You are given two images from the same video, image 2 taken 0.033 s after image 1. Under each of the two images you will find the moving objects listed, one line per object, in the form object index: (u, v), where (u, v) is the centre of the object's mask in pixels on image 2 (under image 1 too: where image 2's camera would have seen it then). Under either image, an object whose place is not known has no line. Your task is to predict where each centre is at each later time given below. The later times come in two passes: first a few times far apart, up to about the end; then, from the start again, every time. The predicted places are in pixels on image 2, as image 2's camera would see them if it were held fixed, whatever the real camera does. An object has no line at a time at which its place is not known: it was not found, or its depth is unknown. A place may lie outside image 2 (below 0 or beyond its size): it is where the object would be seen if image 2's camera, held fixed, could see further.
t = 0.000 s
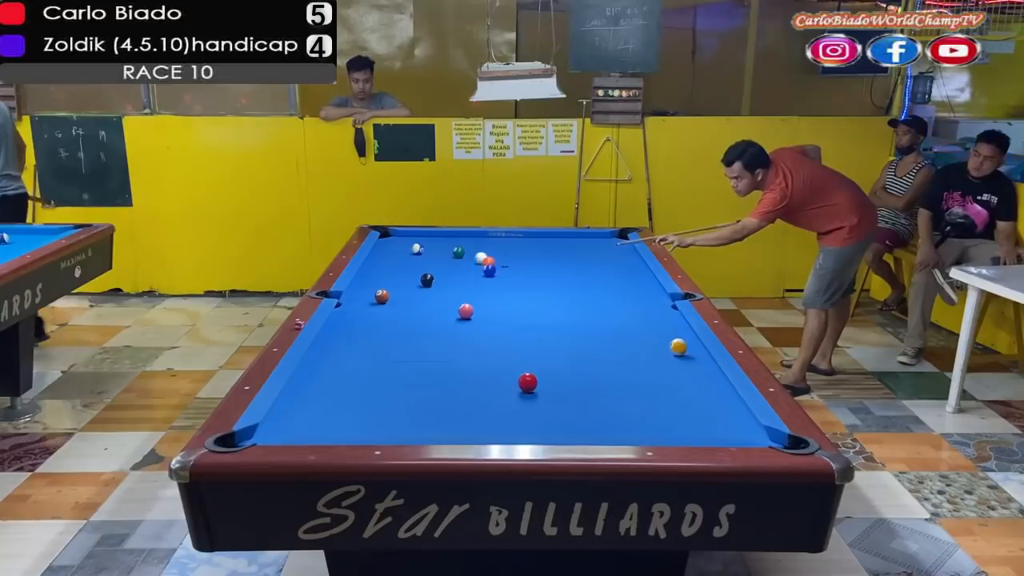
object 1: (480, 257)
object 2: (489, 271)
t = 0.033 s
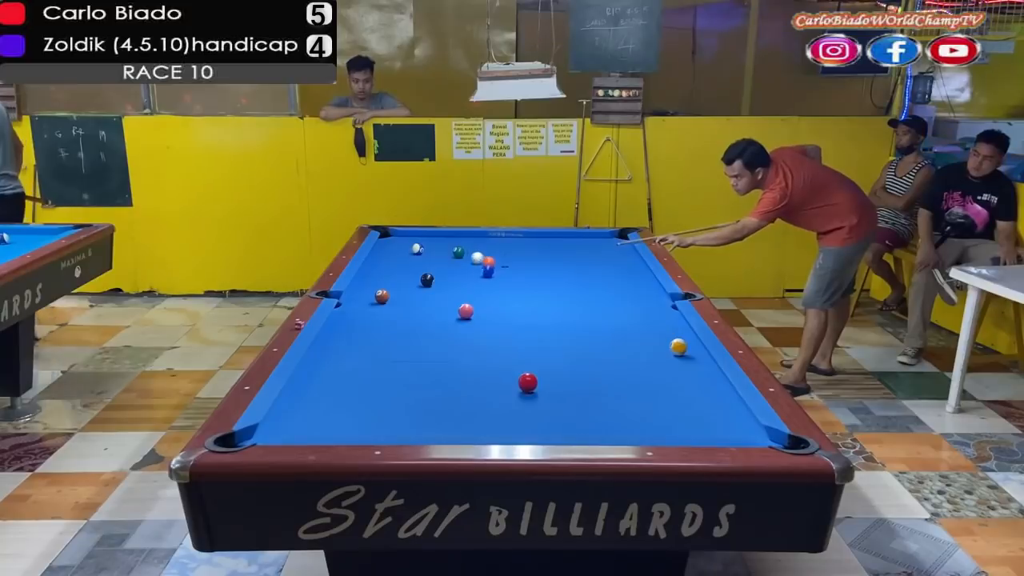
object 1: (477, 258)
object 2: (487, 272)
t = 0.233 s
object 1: (455, 257)
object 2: (474, 276)
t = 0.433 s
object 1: (434, 257)
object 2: (462, 281)
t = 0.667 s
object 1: (411, 256)
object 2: (448, 287)
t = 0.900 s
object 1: (388, 255)
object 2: (434, 293)
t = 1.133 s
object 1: (377, 254)
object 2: (419, 298)
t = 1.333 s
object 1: (387, 254)
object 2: (407, 302)
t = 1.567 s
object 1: (397, 253)
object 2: (392, 308)
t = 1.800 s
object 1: (406, 253)
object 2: (378, 313)
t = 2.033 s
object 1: (414, 253)
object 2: (364, 319)
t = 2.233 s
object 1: (420, 253)
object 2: (352, 323)
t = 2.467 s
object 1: (426, 252)
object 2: (339, 328)
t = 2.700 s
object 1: (432, 252)
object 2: (327, 333)
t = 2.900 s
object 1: (435, 252)
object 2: (330, 335)
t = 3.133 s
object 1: (438, 252)
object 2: (332, 338)
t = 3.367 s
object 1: (440, 252)
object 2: (335, 340)
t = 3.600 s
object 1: (442, 252)
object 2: (337, 342)
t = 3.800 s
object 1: (442, 252)
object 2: (338, 344)
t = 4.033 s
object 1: (442, 252)
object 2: (338, 345)
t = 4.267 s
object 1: (442, 252)
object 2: (339, 346)
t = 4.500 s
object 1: (442, 252)
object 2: (339, 346)
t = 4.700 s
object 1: (442, 252)
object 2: (339, 346)
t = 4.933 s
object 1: (442, 252)
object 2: (339, 346)
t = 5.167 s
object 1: (442, 252)
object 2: (339, 346)
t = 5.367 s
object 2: (339, 346)
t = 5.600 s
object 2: (339, 346)
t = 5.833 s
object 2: (340, 346)
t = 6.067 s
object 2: (339, 346)
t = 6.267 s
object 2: (339, 346)
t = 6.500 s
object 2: (339, 346)
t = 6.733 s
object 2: (339, 346)
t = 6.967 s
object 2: (339, 346)
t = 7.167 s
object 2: (340, 346)
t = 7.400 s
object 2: (339, 346)
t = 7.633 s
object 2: (339, 346)
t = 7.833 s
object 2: (339, 346)
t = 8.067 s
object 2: (340, 346)
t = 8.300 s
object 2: (339, 346)
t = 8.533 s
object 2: (339, 346)
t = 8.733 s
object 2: (339, 346)
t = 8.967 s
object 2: (339, 346)
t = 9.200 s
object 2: (339, 346)
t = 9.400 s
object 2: (339, 346)
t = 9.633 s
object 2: (339, 346)
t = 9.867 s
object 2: (339, 346)
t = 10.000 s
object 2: (339, 346)
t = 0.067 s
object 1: (473, 258)
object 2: (485, 272)
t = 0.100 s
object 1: (470, 258)
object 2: (483, 273)
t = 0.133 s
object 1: (466, 258)
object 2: (481, 274)
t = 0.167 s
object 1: (463, 258)
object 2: (479, 275)
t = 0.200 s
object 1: (459, 257)
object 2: (477, 275)
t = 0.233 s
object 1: (455, 257)
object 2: (474, 276)
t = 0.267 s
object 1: (451, 257)
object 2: (473, 277)
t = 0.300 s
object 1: (448, 257)
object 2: (470, 278)
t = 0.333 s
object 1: (445, 257)
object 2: (468, 278)
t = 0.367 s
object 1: (441, 257)
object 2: (466, 279)
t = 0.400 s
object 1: (438, 257)
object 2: (465, 280)
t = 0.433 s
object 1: (434, 257)
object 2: (462, 281)
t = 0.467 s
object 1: (431, 256)
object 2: (460, 282)
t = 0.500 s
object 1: (428, 256)
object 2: (458, 282)
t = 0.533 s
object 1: (424, 257)
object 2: (456, 283)
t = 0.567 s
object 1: (421, 257)
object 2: (454, 284)
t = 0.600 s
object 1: (417, 256)
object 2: (452, 285)
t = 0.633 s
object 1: (414, 256)
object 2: (450, 286)
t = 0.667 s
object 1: (411, 256)
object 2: (448, 287)
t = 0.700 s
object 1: (407, 256)
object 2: (446, 288)
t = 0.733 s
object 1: (404, 256)
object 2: (444, 289)
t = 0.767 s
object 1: (401, 256)
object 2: (442, 289)
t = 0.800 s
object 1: (398, 255)
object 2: (440, 289)
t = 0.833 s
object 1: (395, 255)
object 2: (438, 290)
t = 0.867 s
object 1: (392, 255)
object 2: (436, 291)
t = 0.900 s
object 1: (388, 255)
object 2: (434, 293)
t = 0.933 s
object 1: (385, 255)
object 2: (431, 293)
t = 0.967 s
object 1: (382, 255)
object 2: (429, 295)
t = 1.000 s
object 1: (379, 255)
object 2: (427, 295)
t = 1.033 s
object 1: (377, 254)
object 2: (425, 296)
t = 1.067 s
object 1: (374, 254)
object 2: (423, 297)
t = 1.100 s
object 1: (376, 254)
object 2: (421, 297)
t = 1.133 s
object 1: (377, 254)
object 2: (419, 298)
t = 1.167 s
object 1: (379, 254)
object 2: (417, 299)
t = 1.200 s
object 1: (380, 254)
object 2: (415, 300)
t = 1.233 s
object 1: (382, 254)
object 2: (413, 300)
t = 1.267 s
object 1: (383, 254)
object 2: (411, 301)
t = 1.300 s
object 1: (385, 254)
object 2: (409, 302)
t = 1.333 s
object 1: (387, 254)
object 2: (407, 302)
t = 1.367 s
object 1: (388, 254)
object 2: (404, 303)
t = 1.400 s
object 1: (390, 254)
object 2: (402, 304)
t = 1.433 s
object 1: (391, 254)
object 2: (400, 305)
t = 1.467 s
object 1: (393, 254)
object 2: (398, 306)
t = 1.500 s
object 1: (394, 253)
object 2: (396, 307)
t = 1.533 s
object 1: (396, 253)
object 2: (394, 307)
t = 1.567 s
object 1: (397, 253)
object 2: (392, 308)
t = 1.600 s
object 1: (398, 253)
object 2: (390, 309)
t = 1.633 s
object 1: (400, 253)
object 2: (388, 309)
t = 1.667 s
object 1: (401, 253)
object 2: (386, 310)
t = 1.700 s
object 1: (402, 253)
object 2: (385, 312)
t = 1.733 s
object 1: (404, 253)
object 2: (382, 312)
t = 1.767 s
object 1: (405, 253)
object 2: (380, 313)
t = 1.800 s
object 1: (406, 253)
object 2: (378, 313)
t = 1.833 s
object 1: (407, 253)
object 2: (376, 314)
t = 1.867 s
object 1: (408, 253)
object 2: (374, 315)
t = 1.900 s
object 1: (409, 253)
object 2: (372, 316)
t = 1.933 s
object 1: (410, 254)
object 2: (370, 316)
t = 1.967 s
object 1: (411, 254)
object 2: (368, 317)
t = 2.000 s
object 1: (412, 254)
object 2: (366, 318)
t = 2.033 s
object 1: (414, 253)
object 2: (364, 319)
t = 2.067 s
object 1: (415, 253)
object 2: (362, 319)
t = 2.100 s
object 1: (416, 253)
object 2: (360, 320)
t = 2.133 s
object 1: (417, 253)
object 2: (358, 321)
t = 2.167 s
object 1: (418, 253)
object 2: (356, 322)
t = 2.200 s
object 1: (419, 253)
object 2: (354, 322)
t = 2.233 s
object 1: (420, 253)
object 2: (352, 323)
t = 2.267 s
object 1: (421, 253)
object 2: (351, 324)
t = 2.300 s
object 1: (423, 253)
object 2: (349, 325)
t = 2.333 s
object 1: (423, 253)
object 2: (347, 325)
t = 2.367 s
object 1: (424, 252)
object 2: (345, 326)
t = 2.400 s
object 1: (425, 252)
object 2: (343, 327)
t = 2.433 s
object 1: (426, 252)
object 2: (341, 327)
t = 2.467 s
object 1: (426, 252)
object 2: (339, 328)
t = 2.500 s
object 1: (427, 252)
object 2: (337, 329)
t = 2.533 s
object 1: (428, 252)
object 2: (335, 330)
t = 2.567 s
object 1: (429, 252)
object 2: (333, 331)
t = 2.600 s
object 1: (429, 252)
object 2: (331, 331)
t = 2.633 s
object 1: (430, 252)
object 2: (329, 332)
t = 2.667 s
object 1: (431, 252)
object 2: (328, 332)
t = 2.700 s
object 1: (432, 252)
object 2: (327, 333)
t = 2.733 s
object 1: (432, 252)
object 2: (328, 333)
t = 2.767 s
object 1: (433, 252)
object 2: (328, 334)
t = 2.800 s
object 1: (433, 252)
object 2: (329, 334)
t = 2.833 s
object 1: (434, 252)
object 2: (329, 335)
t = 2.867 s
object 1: (434, 252)
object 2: (329, 335)
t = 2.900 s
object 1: (435, 252)
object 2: (330, 335)
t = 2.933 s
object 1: (435, 252)
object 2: (330, 336)
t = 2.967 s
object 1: (436, 252)
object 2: (330, 336)
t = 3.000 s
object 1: (436, 252)
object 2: (331, 337)
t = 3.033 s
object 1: (437, 252)
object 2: (331, 337)
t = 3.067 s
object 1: (437, 252)
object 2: (332, 337)
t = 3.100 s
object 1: (438, 252)
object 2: (332, 338)
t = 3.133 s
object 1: (438, 252)
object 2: (332, 338)
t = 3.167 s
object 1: (439, 252)
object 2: (333, 339)
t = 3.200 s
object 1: (439, 252)
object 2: (333, 339)
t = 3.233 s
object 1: (439, 252)
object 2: (334, 339)
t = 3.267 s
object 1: (440, 252)
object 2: (334, 339)
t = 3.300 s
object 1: (440, 252)
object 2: (334, 339)
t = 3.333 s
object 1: (440, 252)
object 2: (335, 340)
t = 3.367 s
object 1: (440, 252)
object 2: (335, 340)
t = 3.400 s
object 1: (440, 252)
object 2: (335, 340)
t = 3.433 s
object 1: (441, 252)
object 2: (335, 341)
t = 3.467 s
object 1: (441, 252)
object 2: (336, 341)
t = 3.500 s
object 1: (441, 252)
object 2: (336, 341)
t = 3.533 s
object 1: (441, 252)
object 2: (336, 342)
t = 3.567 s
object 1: (441, 252)
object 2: (336, 342)
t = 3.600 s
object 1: (442, 252)
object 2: (337, 342)
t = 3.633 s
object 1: (442, 252)
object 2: (337, 342)
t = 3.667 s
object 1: (442, 252)
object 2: (337, 343)
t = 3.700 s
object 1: (442, 252)
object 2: (337, 343)
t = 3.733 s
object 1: (442, 252)
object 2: (337, 343)
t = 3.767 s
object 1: (442, 252)
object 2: (337, 343)
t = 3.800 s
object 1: (442, 252)
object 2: (338, 344)
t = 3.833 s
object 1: (442, 252)
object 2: (338, 344)
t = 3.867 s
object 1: (442, 252)
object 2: (338, 344)
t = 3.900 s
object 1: (442, 252)
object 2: (338, 344)
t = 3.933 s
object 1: (442, 252)
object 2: (338, 344)
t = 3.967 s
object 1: (442, 252)
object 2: (338, 345)
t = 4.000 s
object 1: (442, 252)
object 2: (338, 345)
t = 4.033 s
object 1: (442, 252)
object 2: (338, 345)
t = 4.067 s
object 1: (442, 252)
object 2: (338, 345)
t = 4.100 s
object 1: (442, 252)
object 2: (338, 345)
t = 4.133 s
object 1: (442, 252)
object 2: (338, 345)
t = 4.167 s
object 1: (442, 252)
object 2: (339, 345)
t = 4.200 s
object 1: (442, 252)
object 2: (339, 346)
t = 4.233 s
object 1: (442, 252)
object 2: (339, 346)
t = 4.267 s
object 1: (442, 252)
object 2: (339, 346)
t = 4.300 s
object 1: (442, 252)
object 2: (339, 346)
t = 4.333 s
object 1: (442, 252)
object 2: (339, 346)
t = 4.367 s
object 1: (442, 252)
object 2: (339, 346)
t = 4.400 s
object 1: (442, 252)
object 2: (339, 346)
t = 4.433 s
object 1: (442, 252)
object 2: (339, 346)
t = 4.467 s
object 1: (442, 252)
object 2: (339, 346)
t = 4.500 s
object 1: (442, 252)
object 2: (339, 346)
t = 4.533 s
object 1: (442, 252)
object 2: (339, 346)
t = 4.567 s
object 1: (442, 252)
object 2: (339, 346)
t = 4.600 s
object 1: (442, 252)
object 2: (339, 346)
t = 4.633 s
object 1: (442, 252)
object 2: (339, 346)
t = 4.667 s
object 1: (442, 252)
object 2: (339, 346)
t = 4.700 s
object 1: (442, 252)
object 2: (339, 346)
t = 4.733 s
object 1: (442, 252)
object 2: (339, 346)
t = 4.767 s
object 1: (442, 252)
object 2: (339, 346)
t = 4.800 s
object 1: (442, 252)
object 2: (339, 346)
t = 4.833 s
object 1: (442, 252)
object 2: (339, 346)
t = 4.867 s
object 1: (442, 252)
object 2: (339, 346)
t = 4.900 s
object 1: (442, 252)
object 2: (339, 346)
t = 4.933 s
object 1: (442, 252)
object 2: (339, 346)
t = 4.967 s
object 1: (442, 252)
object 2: (339, 346)
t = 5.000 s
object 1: (442, 252)
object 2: (339, 346)
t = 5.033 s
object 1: (442, 252)
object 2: (339, 346)
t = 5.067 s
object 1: (442, 252)
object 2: (339, 346)
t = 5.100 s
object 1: (442, 252)
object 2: (339, 346)
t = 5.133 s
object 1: (442, 252)
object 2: (339, 346)
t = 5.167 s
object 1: (442, 252)
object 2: (339, 346)
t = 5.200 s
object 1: (442, 252)
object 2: (339, 346)
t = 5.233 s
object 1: (442, 252)
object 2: (339, 346)
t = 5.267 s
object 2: (339, 346)
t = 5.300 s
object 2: (339, 346)
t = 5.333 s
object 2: (339, 346)
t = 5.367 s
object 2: (339, 346)
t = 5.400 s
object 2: (339, 346)
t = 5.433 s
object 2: (339, 346)
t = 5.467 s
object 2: (339, 346)
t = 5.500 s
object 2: (339, 346)
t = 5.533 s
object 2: (339, 346)
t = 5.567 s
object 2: (339, 346)
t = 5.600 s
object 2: (339, 346)
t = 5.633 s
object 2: (339, 346)
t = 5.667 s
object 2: (340, 346)
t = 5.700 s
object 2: (340, 346)
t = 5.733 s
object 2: (340, 346)
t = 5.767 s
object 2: (340, 346)
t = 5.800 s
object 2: (340, 346)
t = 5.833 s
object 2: (340, 346)
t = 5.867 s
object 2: (340, 346)
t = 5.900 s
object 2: (340, 346)
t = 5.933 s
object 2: (339, 346)
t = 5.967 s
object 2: (340, 346)
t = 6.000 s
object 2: (339, 346)
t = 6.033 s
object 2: (339, 346)
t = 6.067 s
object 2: (339, 346)
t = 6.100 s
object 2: (339, 346)
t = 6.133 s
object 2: (339, 346)
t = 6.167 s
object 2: (339, 346)
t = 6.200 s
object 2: (339, 346)
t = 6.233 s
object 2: (339, 346)
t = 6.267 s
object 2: (339, 346)
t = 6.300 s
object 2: (339, 346)
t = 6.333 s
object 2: (339, 346)
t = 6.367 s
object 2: (339, 346)
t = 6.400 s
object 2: (339, 346)
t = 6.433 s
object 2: (339, 346)
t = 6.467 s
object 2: (339, 346)
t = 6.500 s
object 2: (339, 346)
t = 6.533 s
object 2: (339, 346)
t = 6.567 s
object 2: (339, 346)
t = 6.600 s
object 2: (339, 346)
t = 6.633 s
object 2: (339, 346)
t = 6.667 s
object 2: (339, 346)
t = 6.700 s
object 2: (339, 346)
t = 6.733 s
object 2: (339, 346)
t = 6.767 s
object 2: (339, 346)
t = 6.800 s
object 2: (339, 346)
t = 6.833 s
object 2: (339, 346)
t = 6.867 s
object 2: (340, 346)
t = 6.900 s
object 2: (340, 346)
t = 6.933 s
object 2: (339, 346)
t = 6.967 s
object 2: (339, 346)
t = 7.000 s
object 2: (340, 346)
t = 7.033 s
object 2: (339, 346)
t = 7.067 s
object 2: (339, 346)
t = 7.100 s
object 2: (339, 346)
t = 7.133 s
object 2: (339, 346)
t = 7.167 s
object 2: (340, 346)
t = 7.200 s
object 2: (340, 346)
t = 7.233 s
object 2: (339, 346)
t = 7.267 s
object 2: (339, 346)
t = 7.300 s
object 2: (339, 346)
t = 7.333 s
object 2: (339, 346)
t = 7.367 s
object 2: (339, 346)
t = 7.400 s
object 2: (339, 346)
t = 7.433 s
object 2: (339, 346)
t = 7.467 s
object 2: (339, 346)
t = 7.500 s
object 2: (339, 346)
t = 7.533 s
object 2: (339, 346)
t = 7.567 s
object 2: (339, 346)
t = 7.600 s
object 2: (339, 346)
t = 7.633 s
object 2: (339, 346)
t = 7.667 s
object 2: (339, 346)
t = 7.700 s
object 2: (339, 346)
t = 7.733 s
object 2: (339, 346)
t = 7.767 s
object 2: (339, 346)
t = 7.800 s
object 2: (339, 346)
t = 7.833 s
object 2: (339, 346)
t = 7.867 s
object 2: (339, 346)
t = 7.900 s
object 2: (339, 346)
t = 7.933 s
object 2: (340, 346)
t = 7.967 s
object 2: (339, 346)
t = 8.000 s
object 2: (340, 346)
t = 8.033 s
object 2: (340, 346)
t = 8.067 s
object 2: (340, 346)
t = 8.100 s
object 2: (340, 346)
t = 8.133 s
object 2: (339, 346)
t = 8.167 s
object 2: (340, 346)
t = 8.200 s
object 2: (339, 346)
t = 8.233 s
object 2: (339, 346)
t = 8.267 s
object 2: (339, 346)
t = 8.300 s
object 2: (339, 346)
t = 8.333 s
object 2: (339, 346)
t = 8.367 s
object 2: (339, 346)
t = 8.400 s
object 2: (339, 346)
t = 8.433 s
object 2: (339, 346)
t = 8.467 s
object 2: (339, 346)
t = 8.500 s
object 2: (339, 346)
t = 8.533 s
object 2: (339, 346)
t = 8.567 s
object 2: (339, 346)
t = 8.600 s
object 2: (339, 346)
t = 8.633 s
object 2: (339, 346)
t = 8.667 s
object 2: (339, 346)
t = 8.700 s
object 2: (339, 346)
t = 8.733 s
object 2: (339, 346)
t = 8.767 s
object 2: (339, 346)
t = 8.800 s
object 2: (339, 346)
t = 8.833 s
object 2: (339, 346)
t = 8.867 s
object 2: (339, 346)
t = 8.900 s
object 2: (339, 346)
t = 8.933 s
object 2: (339, 346)
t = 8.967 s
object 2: (339, 346)
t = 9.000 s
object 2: (339, 346)
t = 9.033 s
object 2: (340, 346)
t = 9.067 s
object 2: (339, 346)
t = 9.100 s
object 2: (340, 346)
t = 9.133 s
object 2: (340, 346)
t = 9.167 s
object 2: (339, 346)
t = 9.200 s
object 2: (339, 346)
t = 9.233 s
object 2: (339, 346)
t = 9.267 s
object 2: (340, 346)
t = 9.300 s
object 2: (339, 346)
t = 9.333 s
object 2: (339, 346)
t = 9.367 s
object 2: (340, 346)
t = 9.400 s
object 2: (339, 346)
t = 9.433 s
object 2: (339, 346)
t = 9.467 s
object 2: (339, 346)
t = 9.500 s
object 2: (339, 346)
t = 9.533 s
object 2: (339, 346)
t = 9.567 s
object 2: (339, 346)
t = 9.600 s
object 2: (339, 346)
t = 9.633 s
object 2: (339, 346)
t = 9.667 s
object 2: (339, 346)
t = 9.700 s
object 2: (339, 346)
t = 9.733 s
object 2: (339, 346)
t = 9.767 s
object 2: (339, 346)
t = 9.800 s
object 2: (339, 346)
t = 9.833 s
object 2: (339, 346)
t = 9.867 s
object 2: (339, 346)
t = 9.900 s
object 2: (339, 346)
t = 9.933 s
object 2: (339, 346)
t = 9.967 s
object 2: (339, 346)
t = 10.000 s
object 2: (339, 346)
